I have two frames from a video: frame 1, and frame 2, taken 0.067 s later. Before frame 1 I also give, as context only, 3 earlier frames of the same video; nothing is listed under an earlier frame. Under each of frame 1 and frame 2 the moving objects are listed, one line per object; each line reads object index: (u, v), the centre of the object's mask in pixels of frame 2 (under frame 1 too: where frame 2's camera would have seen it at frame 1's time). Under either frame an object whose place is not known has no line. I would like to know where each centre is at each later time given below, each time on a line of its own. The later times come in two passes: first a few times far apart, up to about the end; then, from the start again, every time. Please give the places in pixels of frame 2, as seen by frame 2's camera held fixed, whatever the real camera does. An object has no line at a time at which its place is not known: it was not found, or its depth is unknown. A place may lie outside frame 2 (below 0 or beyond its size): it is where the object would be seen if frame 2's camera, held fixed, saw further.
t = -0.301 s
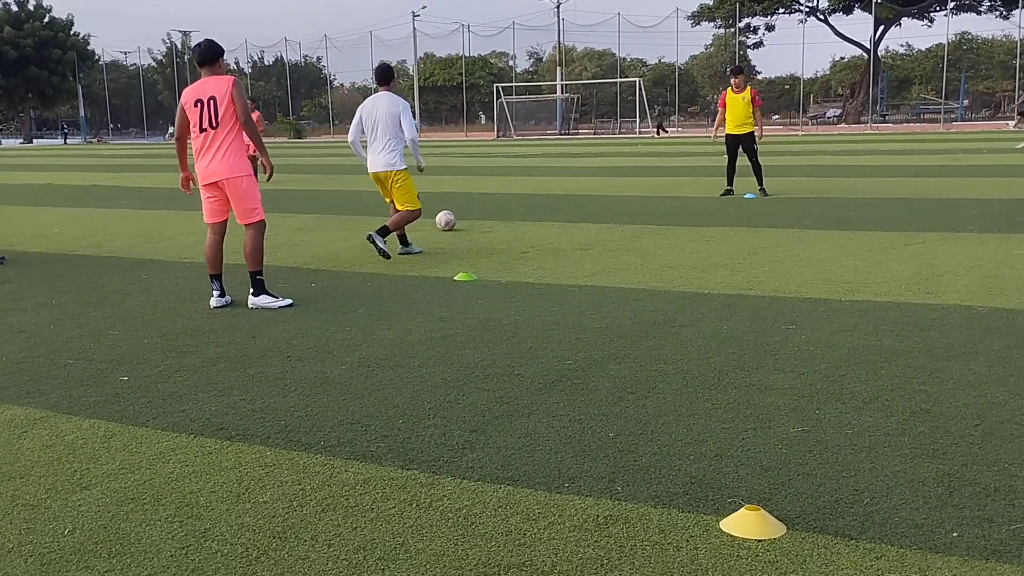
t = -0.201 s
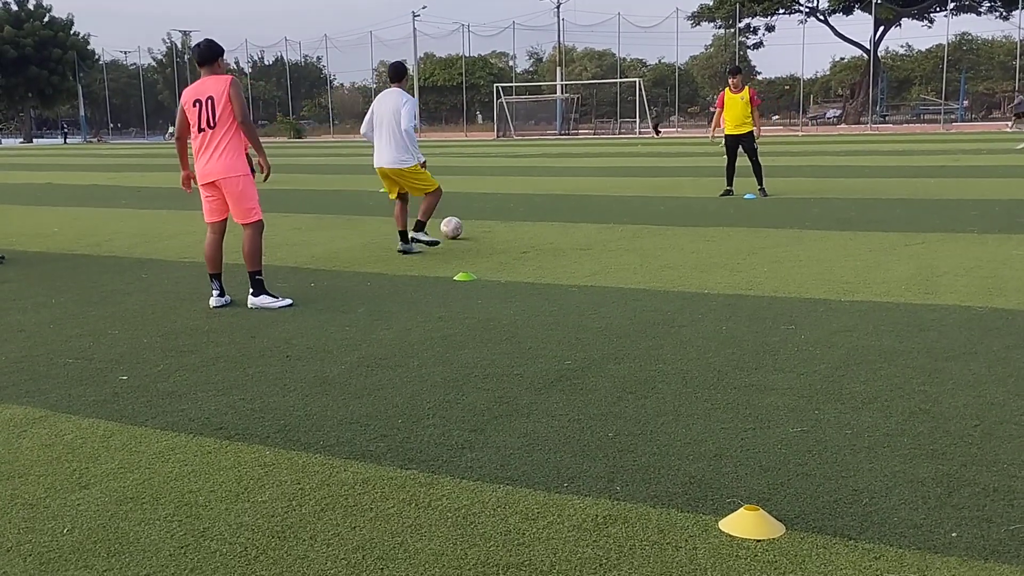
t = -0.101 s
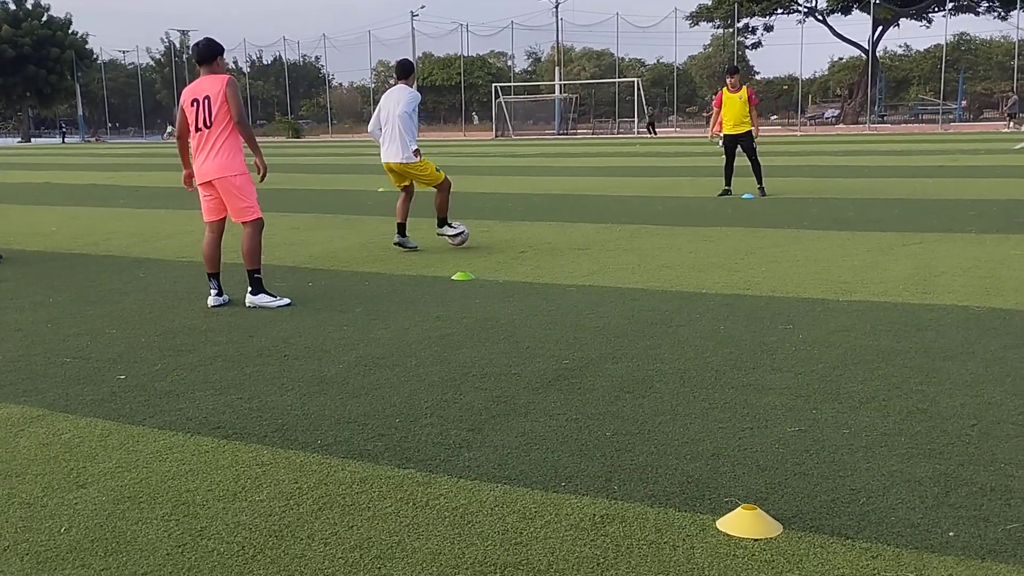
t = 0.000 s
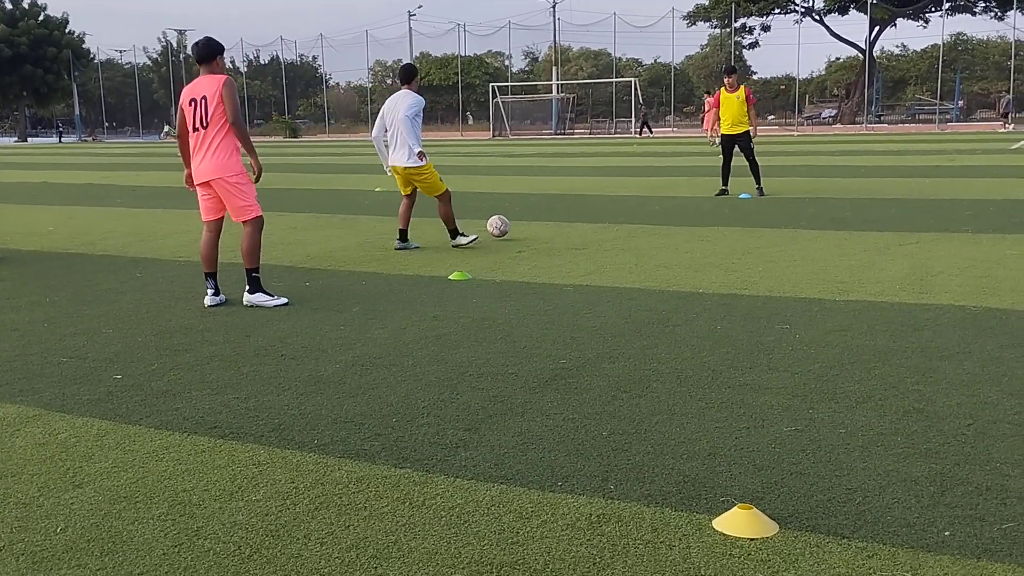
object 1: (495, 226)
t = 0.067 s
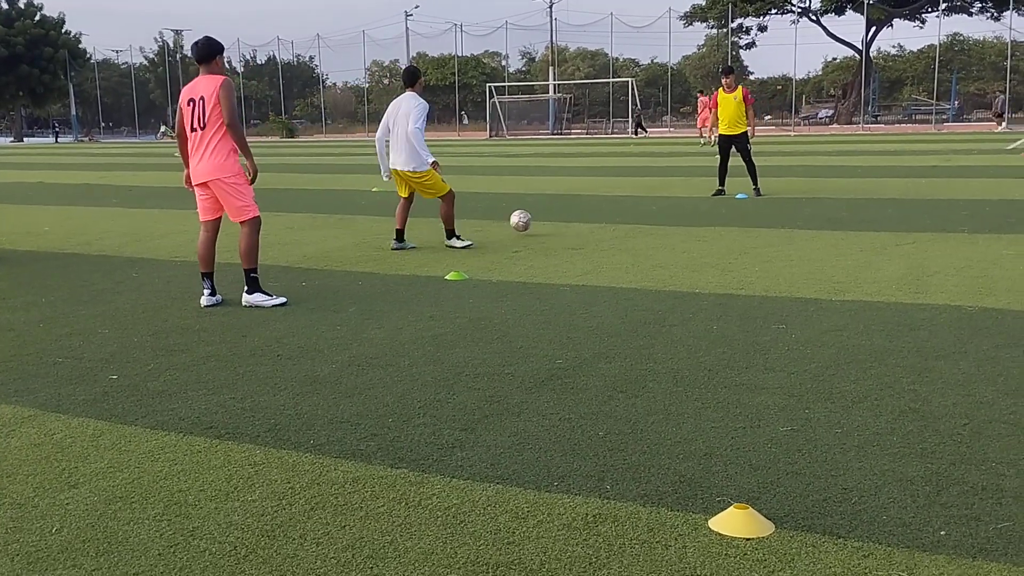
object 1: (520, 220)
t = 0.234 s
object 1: (573, 213)
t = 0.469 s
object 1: (628, 209)
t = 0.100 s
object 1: (533, 220)
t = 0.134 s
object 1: (544, 220)
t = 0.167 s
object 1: (555, 219)
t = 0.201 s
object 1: (564, 216)
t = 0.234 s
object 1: (573, 213)
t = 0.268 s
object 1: (582, 212)
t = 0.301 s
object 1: (590, 212)
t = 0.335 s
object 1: (598, 213)
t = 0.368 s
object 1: (606, 212)
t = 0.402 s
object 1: (613, 210)
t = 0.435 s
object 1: (621, 208)
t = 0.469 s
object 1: (628, 209)
